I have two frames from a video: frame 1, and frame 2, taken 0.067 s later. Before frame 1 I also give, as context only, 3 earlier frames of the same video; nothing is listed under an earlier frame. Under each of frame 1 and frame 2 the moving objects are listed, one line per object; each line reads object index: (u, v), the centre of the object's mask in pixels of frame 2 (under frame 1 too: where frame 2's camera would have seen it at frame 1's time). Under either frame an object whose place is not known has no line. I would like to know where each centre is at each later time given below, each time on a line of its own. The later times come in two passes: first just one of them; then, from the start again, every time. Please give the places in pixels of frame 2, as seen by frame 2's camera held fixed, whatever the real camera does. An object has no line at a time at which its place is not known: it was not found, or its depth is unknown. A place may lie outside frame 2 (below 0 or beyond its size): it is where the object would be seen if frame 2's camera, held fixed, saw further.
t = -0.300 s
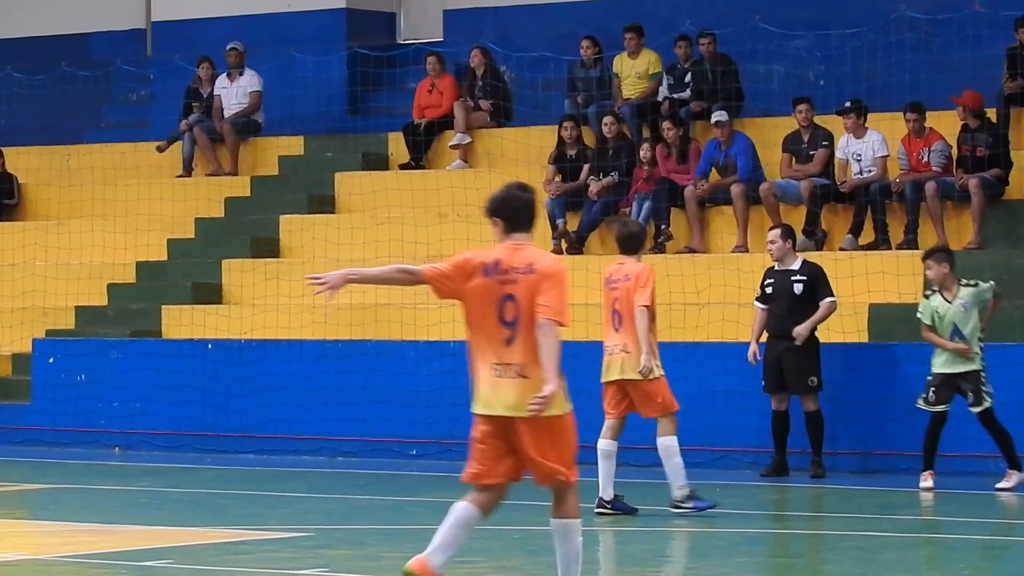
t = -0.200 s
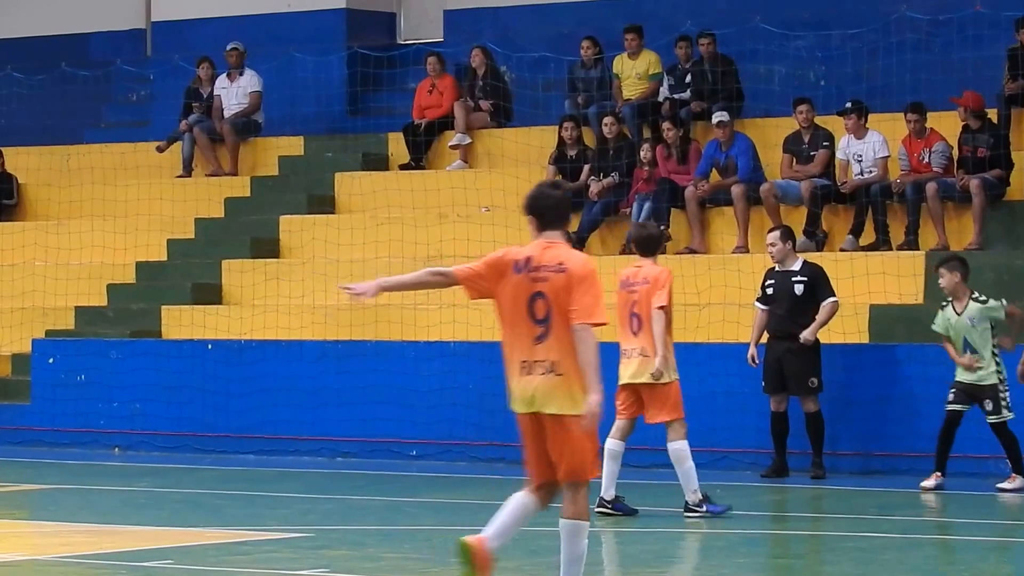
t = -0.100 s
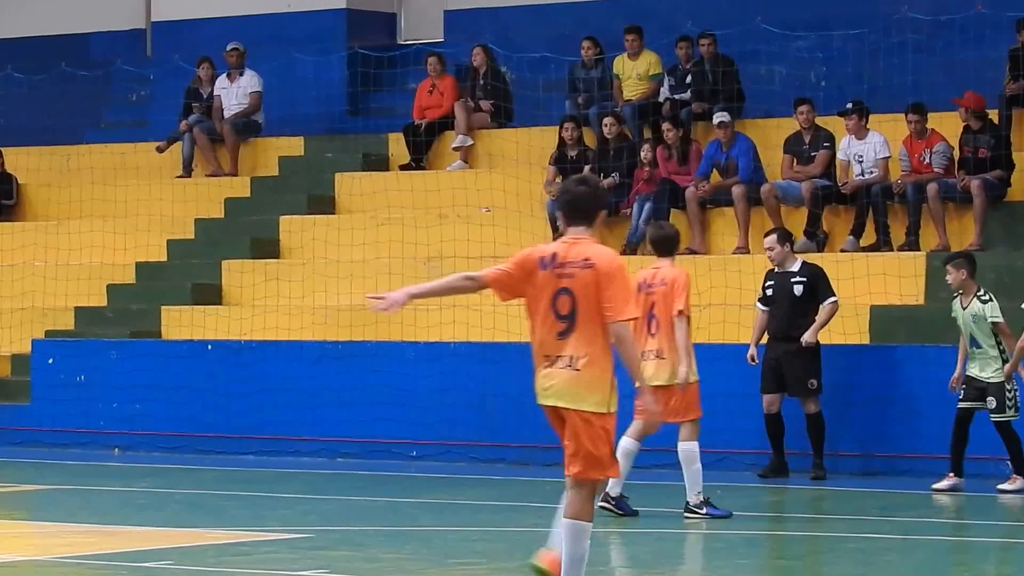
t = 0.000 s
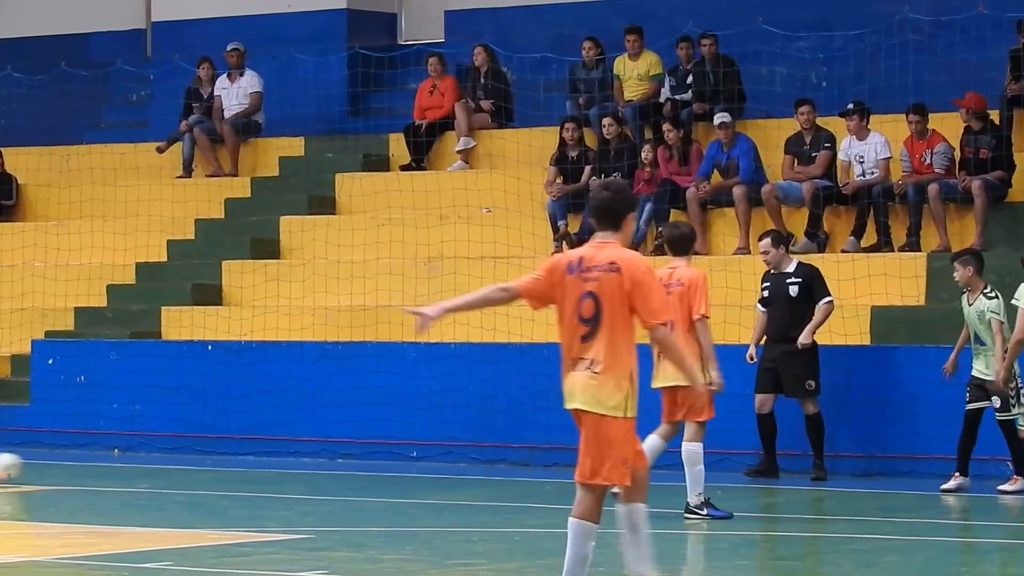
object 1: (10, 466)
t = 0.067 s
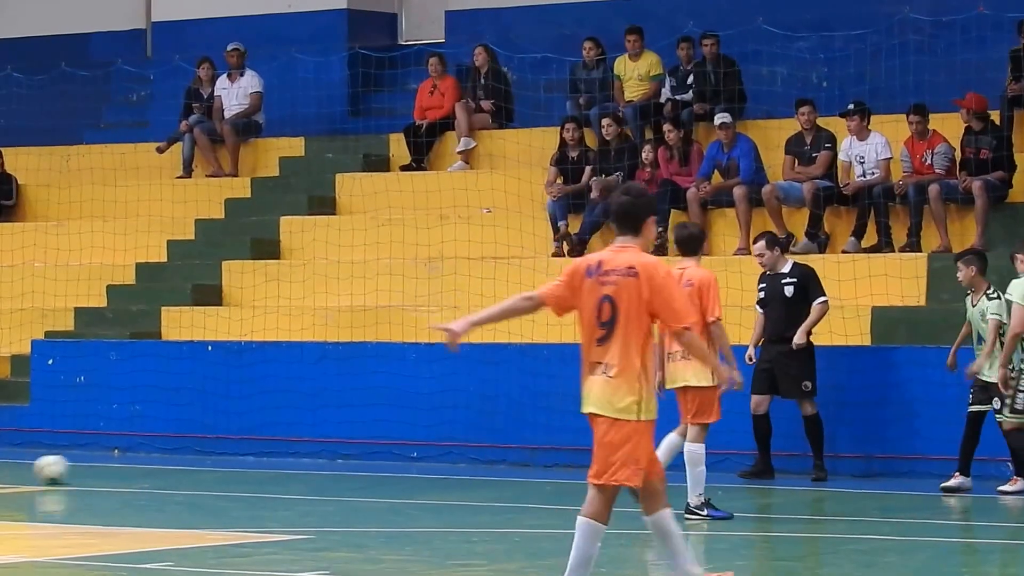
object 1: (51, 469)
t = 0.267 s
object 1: (193, 467)
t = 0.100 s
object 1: (76, 468)
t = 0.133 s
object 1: (100, 468)
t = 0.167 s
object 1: (122, 467)
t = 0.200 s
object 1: (145, 466)
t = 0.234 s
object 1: (169, 466)
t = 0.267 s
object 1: (193, 467)
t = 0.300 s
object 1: (214, 464)
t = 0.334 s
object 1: (237, 461)
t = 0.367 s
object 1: (260, 461)
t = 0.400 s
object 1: (282, 464)
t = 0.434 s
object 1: (304, 465)
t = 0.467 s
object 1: (327, 464)
